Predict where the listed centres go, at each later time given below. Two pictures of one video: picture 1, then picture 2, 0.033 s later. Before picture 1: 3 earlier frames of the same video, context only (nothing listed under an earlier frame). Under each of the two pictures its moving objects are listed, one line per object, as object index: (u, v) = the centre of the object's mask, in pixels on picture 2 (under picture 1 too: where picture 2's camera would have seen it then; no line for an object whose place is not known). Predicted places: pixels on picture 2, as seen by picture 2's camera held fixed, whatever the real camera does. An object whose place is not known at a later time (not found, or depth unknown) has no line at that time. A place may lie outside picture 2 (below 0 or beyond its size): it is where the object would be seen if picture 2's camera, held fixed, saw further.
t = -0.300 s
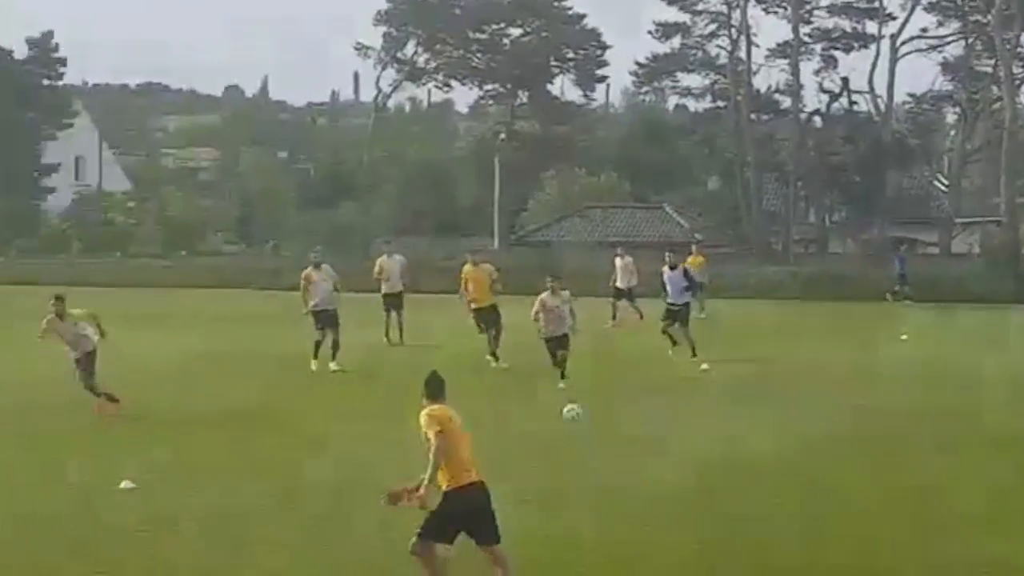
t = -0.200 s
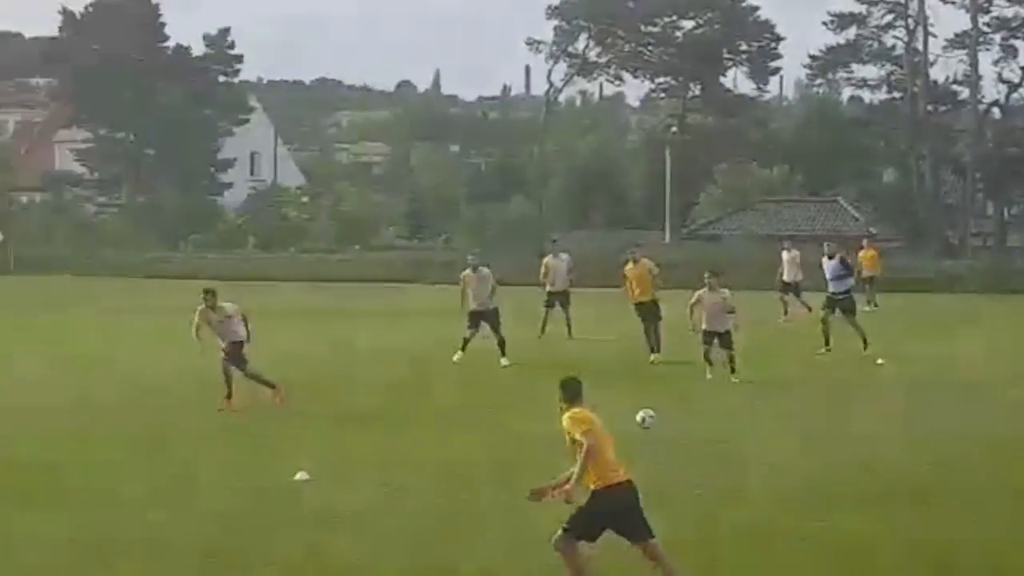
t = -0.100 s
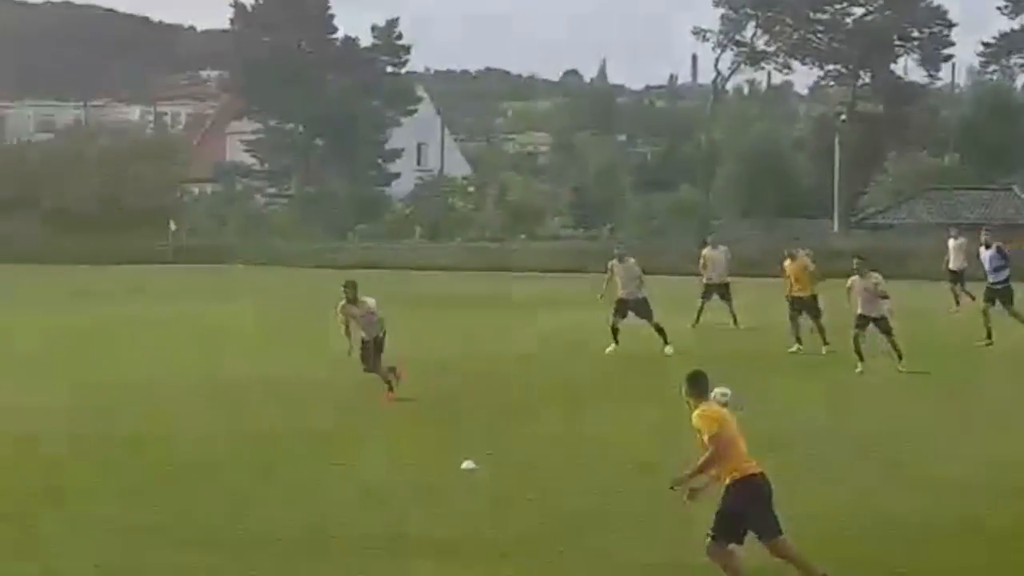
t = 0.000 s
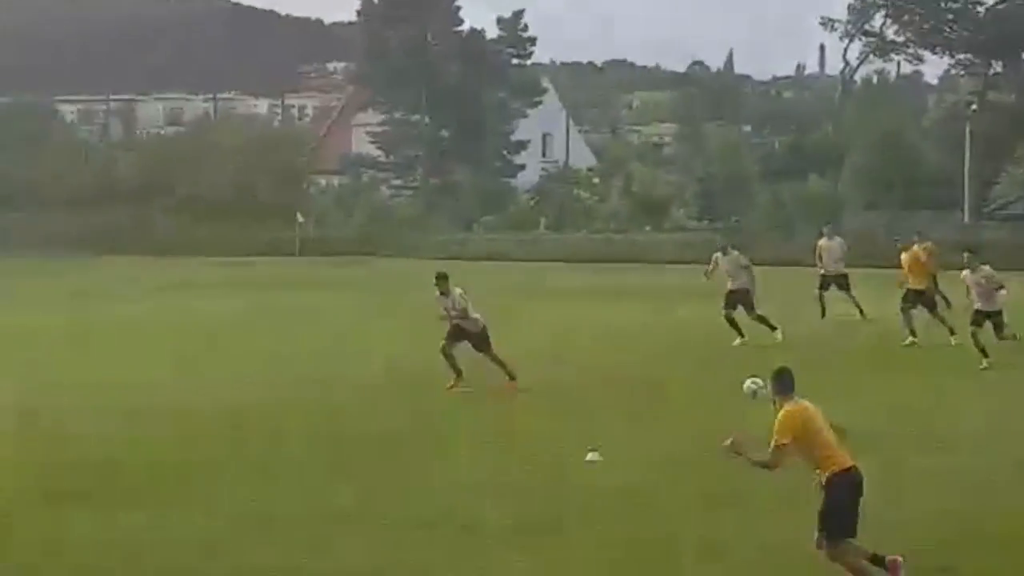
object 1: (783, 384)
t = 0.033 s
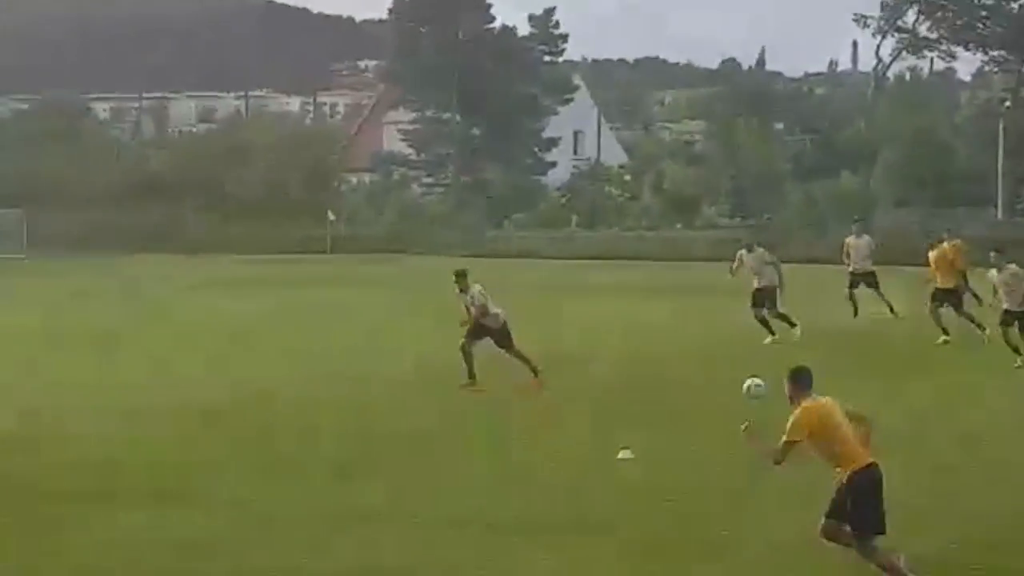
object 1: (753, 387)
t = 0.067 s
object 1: (727, 389)
